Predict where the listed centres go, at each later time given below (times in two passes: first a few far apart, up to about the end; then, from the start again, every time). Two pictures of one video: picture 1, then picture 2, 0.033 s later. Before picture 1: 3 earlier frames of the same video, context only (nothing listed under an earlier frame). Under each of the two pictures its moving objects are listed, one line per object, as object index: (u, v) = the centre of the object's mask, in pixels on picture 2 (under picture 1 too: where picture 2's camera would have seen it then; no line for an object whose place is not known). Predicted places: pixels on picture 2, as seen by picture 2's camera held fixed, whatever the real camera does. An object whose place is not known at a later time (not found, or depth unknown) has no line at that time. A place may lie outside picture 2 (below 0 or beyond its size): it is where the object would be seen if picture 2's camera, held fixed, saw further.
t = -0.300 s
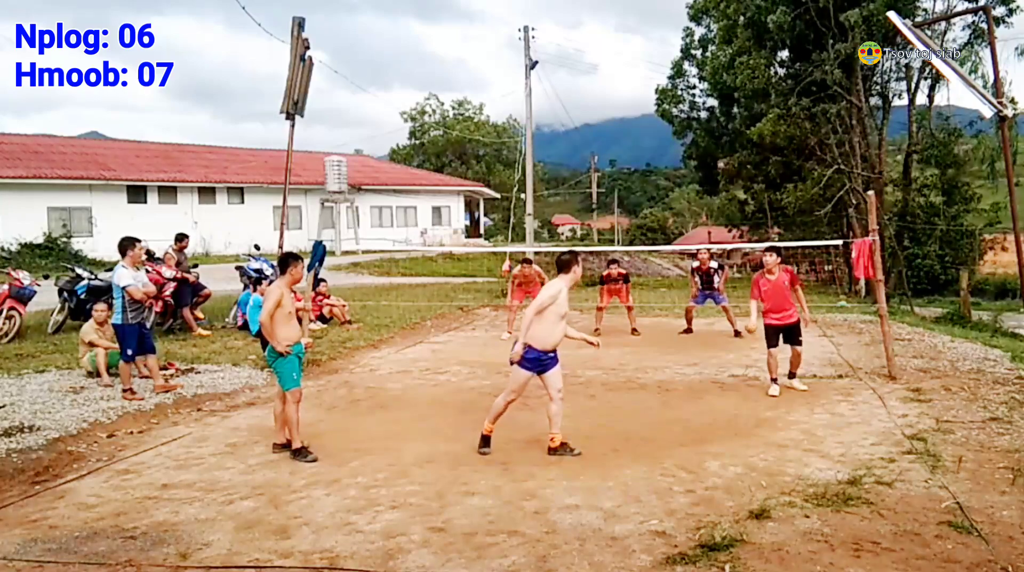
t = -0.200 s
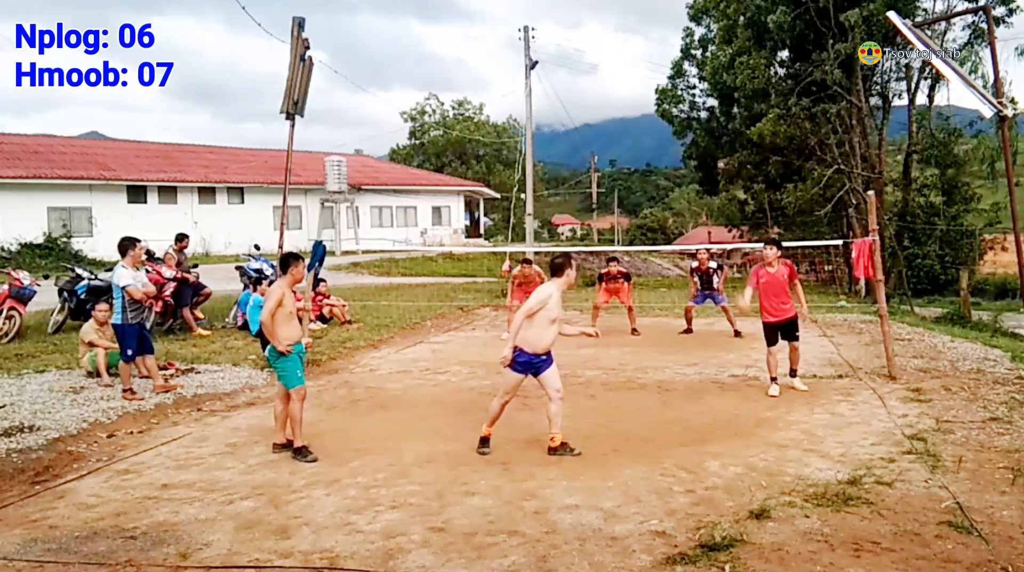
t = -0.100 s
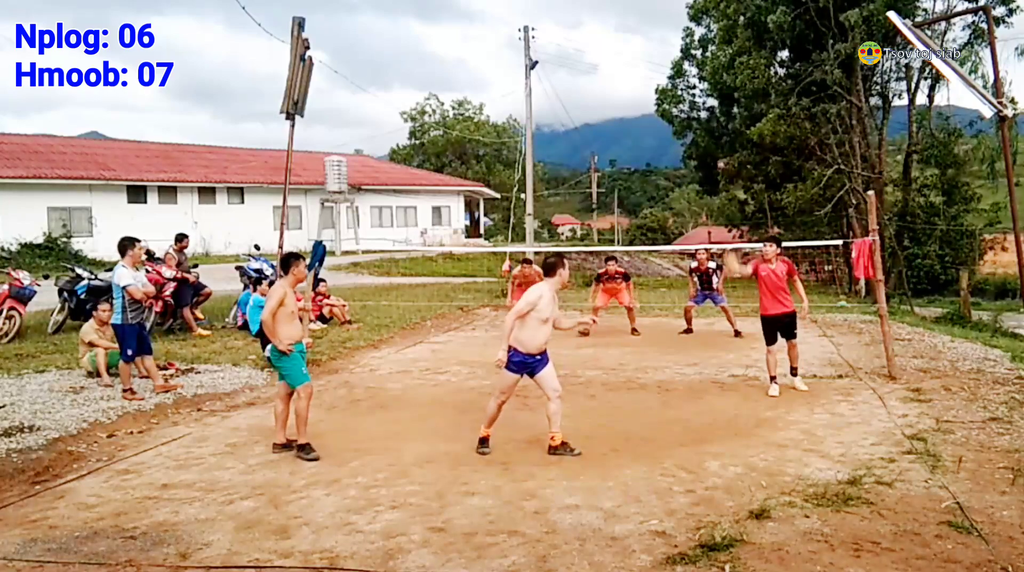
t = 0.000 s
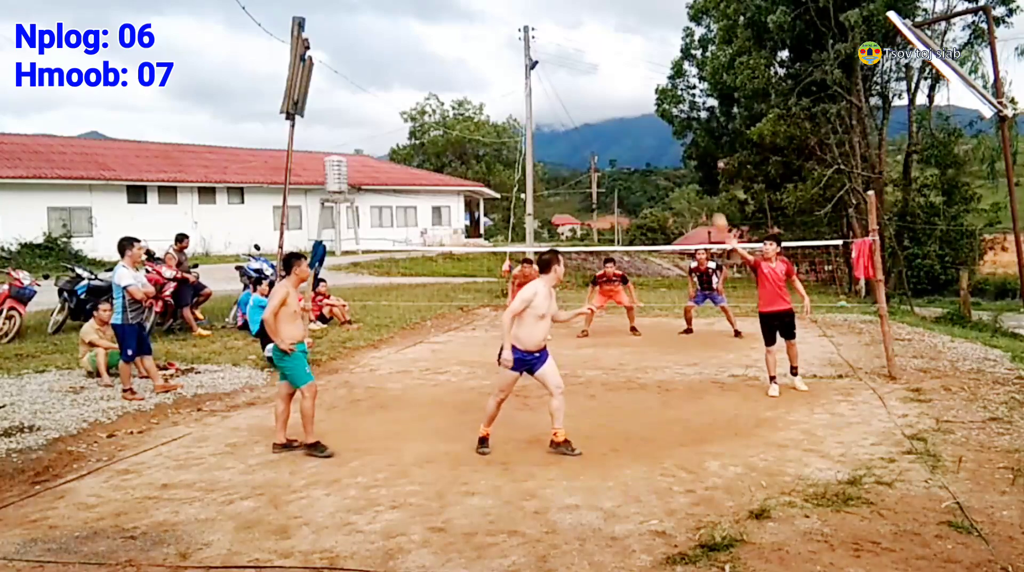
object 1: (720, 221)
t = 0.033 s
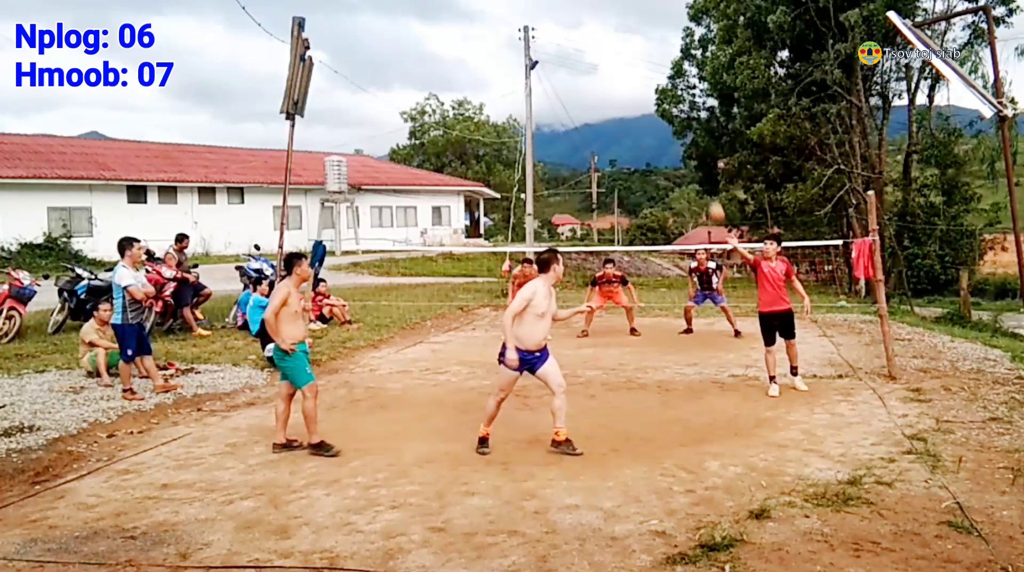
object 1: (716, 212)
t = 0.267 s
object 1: (690, 165)
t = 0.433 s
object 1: (670, 166)
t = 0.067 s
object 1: (713, 203)
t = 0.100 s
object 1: (709, 193)
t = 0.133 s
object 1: (705, 186)
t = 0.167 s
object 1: (701, 178)
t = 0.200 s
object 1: (697, 173)
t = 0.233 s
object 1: (693, 169)
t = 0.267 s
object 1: (690, 165)
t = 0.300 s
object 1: (686, 163)
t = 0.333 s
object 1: (682, 162)
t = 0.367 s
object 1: (678, 162)
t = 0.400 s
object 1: (674, 163)
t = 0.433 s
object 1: (670, 166)
